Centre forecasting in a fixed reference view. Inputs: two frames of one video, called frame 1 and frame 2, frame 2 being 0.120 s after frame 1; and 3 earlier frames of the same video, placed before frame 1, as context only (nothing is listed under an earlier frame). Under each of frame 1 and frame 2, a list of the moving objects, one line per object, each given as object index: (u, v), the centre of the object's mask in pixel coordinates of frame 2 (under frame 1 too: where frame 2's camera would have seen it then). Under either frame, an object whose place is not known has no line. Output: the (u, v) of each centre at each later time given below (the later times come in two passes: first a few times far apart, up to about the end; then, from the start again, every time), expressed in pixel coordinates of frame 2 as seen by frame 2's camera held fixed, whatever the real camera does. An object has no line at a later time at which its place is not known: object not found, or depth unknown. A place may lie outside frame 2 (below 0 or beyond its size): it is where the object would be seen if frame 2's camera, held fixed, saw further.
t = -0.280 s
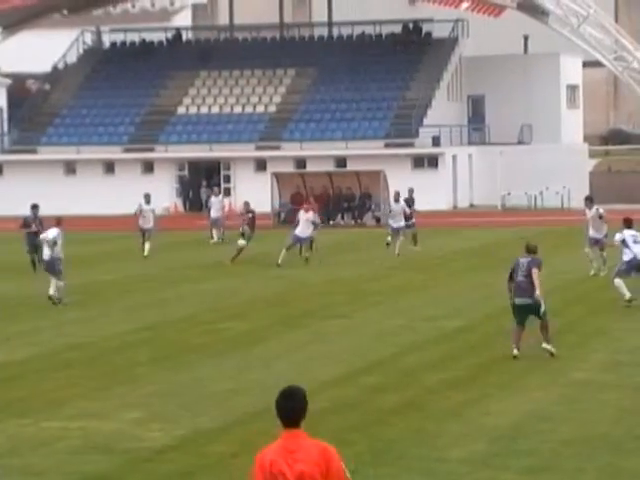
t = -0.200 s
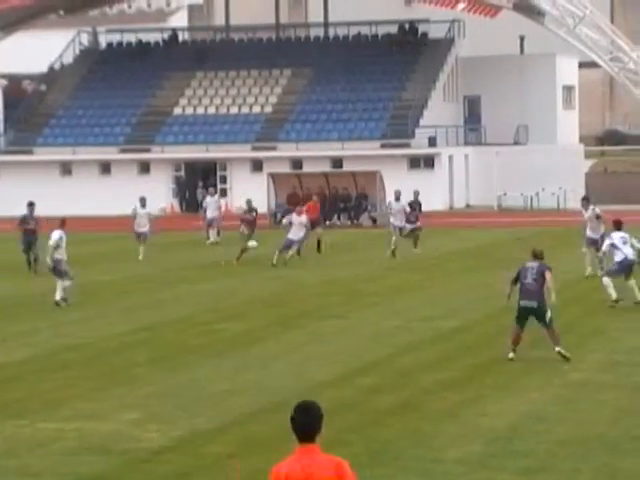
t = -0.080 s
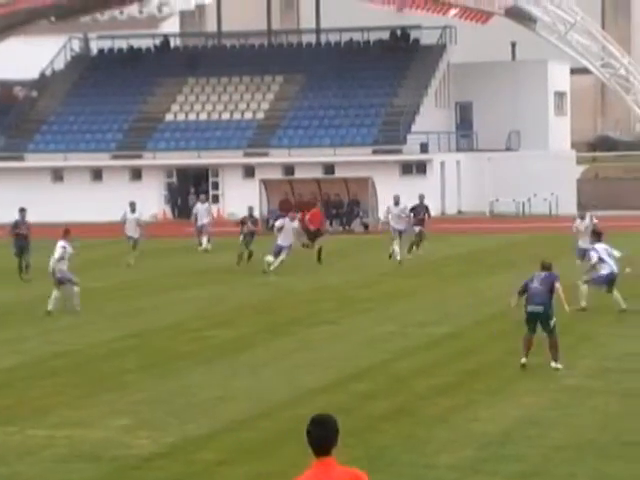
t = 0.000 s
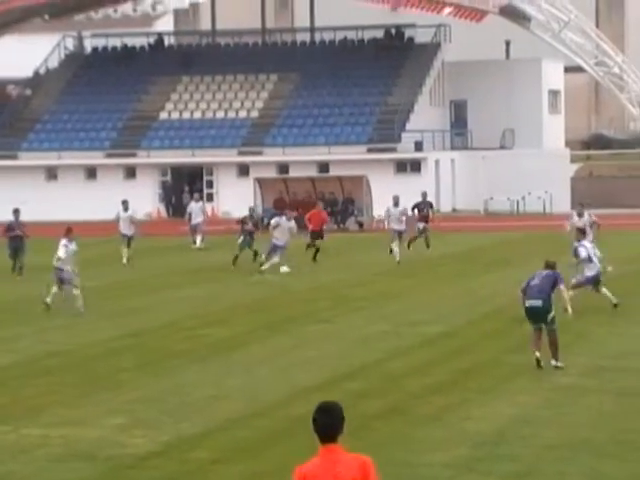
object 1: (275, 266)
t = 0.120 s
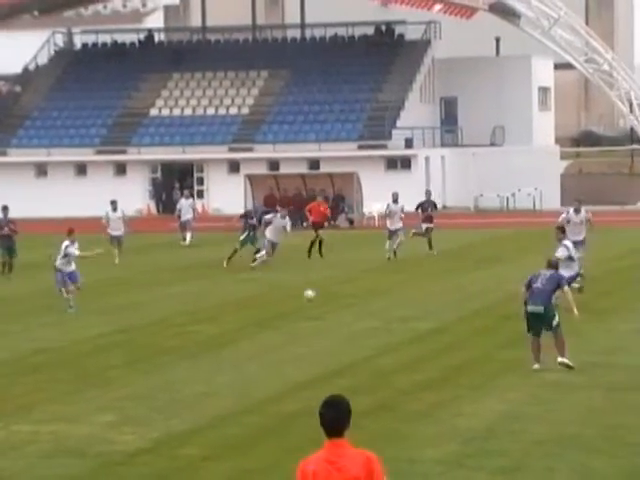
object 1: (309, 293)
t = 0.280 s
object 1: (360, 290)
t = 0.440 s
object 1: (420, 304)
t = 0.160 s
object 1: (321, 292)
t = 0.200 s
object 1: (334, 291)
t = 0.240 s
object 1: (347, 290)
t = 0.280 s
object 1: (360, 290)
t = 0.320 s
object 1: (373, 292)
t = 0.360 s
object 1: (388, 294)
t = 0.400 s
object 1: (404, 298)
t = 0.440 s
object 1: (420, 304)
